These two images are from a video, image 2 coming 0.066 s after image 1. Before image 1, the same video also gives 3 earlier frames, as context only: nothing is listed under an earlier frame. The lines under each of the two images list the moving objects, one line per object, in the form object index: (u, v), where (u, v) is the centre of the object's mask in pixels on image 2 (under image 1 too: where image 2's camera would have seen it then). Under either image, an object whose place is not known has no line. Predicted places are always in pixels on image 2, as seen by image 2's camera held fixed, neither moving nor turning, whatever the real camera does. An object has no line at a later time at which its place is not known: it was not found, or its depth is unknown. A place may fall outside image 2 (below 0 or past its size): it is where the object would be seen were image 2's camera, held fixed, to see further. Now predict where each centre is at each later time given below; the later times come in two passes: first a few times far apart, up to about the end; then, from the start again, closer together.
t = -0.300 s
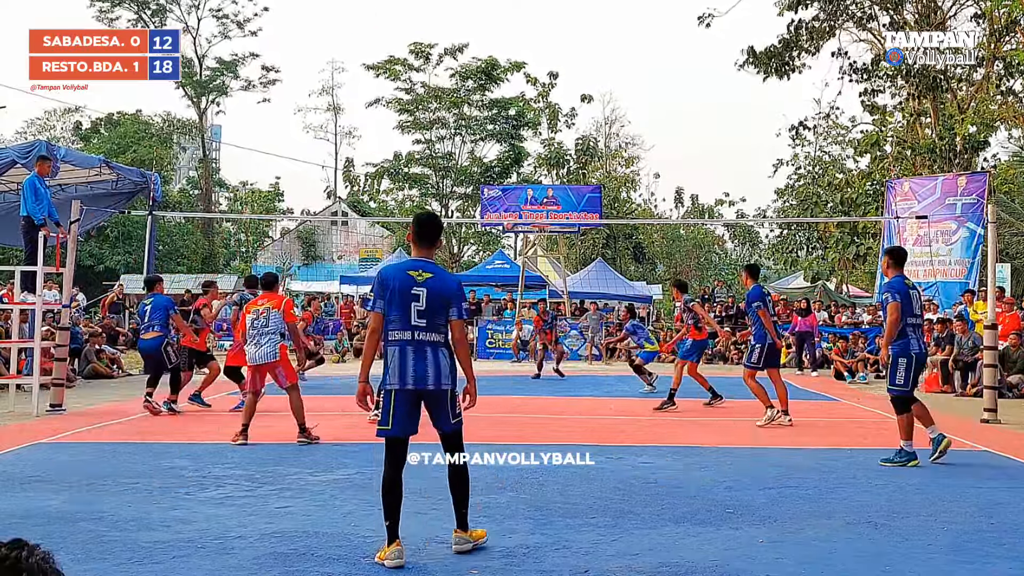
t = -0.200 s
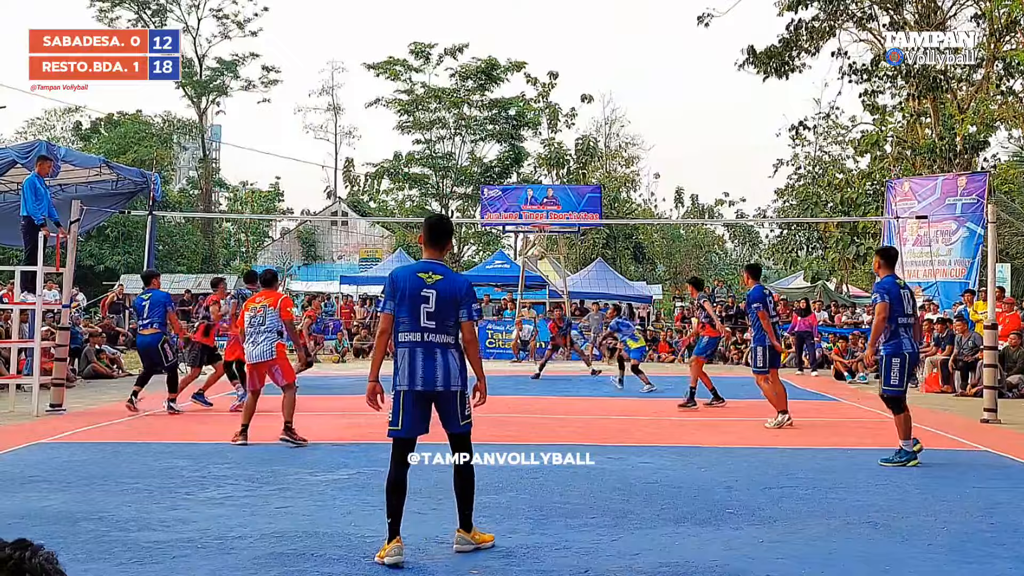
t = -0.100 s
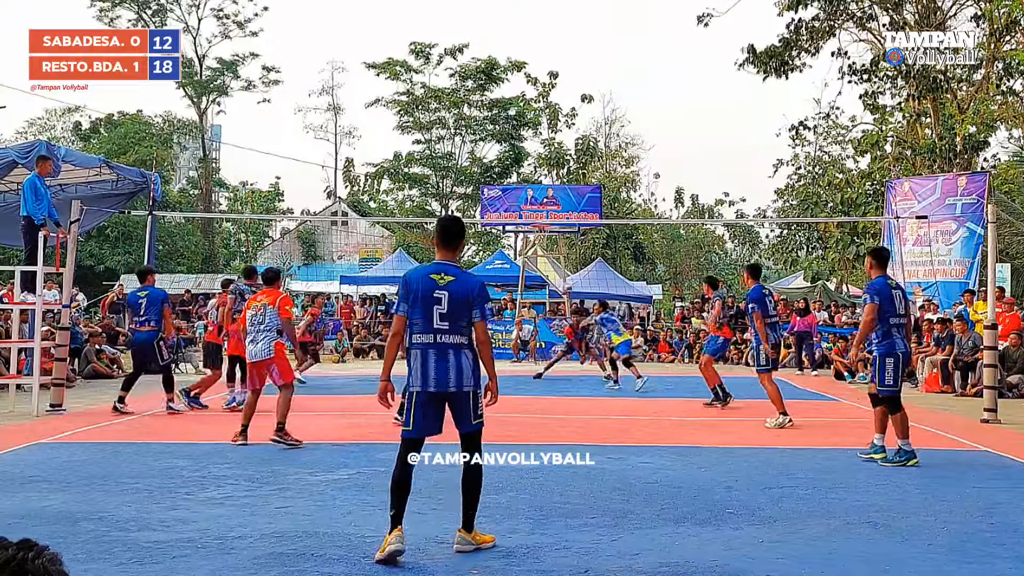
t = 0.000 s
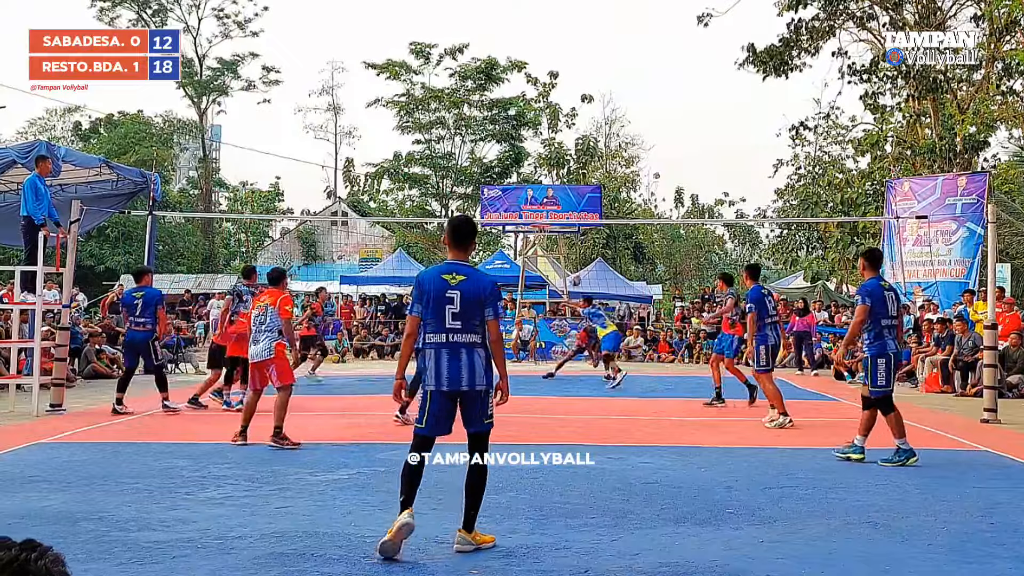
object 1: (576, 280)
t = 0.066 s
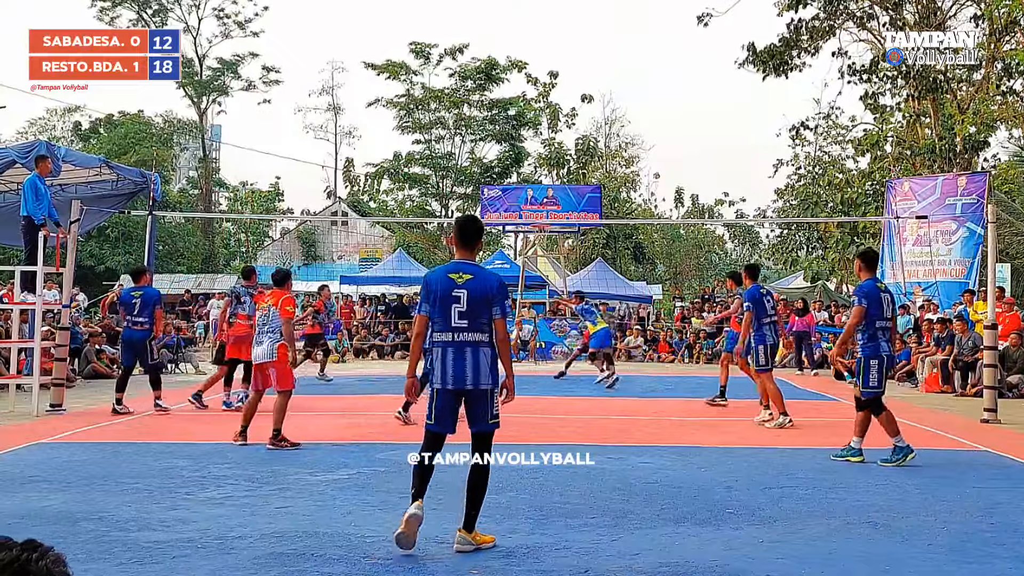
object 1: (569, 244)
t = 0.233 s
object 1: (559, 172)
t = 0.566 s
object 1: (544, 68)
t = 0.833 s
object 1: (531, 33)
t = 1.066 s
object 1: (519, 38)
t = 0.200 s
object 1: (563, 184)
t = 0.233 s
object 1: (559, 172)
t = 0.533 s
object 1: (545, 76)
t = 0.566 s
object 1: (544, 68)
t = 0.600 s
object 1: (542, 62)
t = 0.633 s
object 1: (540, 55)
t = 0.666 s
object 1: (539, 50)
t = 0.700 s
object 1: (537, 46)
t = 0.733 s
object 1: (536, 42)
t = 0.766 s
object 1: (534, 38)
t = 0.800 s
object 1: (532, 36)
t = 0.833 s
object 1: (531, 33)
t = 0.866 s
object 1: (529, 32)
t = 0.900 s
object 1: (527, 31)
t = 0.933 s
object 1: (526, 31)
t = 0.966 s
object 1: (524, 32)
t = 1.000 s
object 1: (522, 33)
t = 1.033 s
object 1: (520, 35)
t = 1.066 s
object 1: (519, 38)
